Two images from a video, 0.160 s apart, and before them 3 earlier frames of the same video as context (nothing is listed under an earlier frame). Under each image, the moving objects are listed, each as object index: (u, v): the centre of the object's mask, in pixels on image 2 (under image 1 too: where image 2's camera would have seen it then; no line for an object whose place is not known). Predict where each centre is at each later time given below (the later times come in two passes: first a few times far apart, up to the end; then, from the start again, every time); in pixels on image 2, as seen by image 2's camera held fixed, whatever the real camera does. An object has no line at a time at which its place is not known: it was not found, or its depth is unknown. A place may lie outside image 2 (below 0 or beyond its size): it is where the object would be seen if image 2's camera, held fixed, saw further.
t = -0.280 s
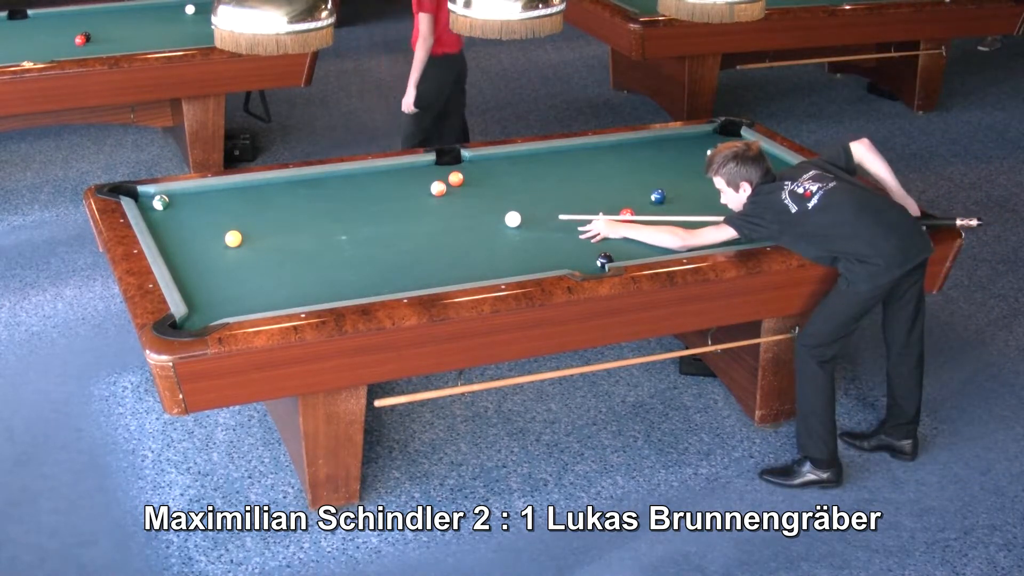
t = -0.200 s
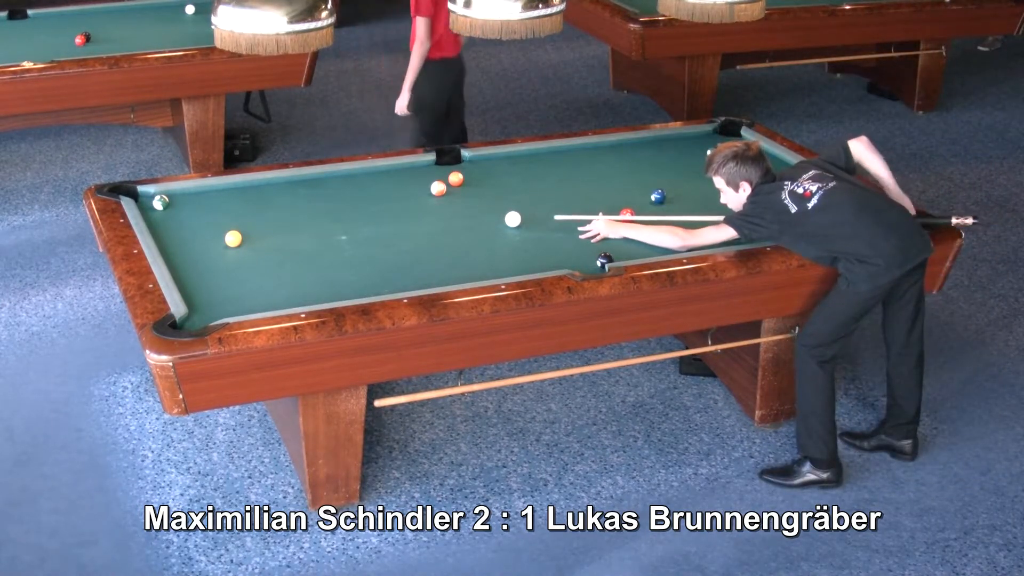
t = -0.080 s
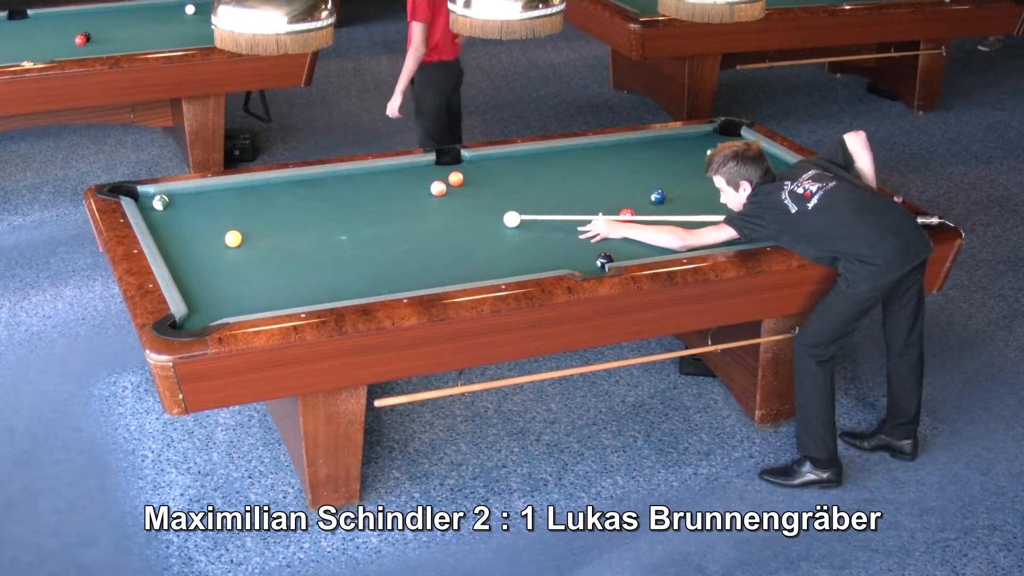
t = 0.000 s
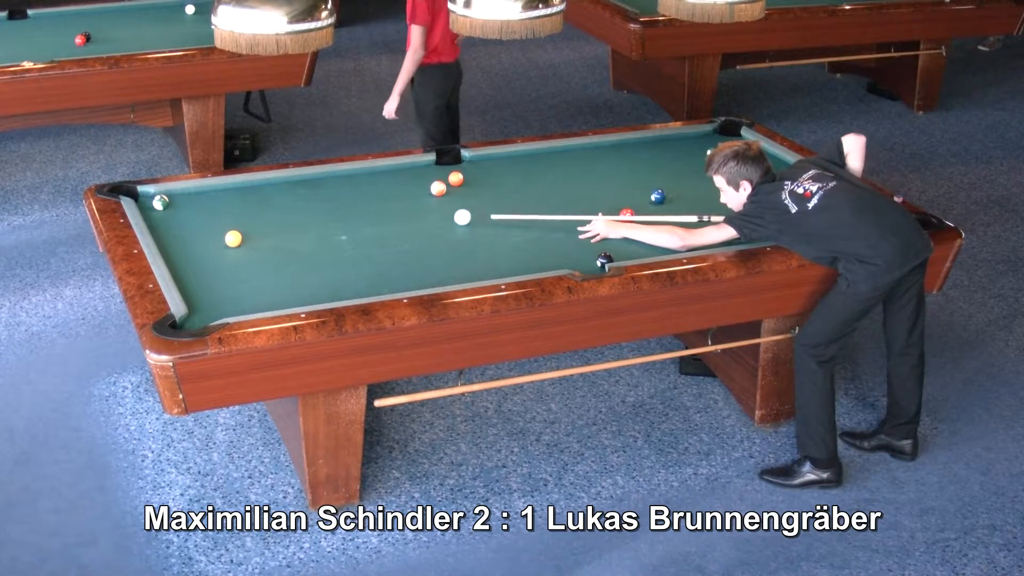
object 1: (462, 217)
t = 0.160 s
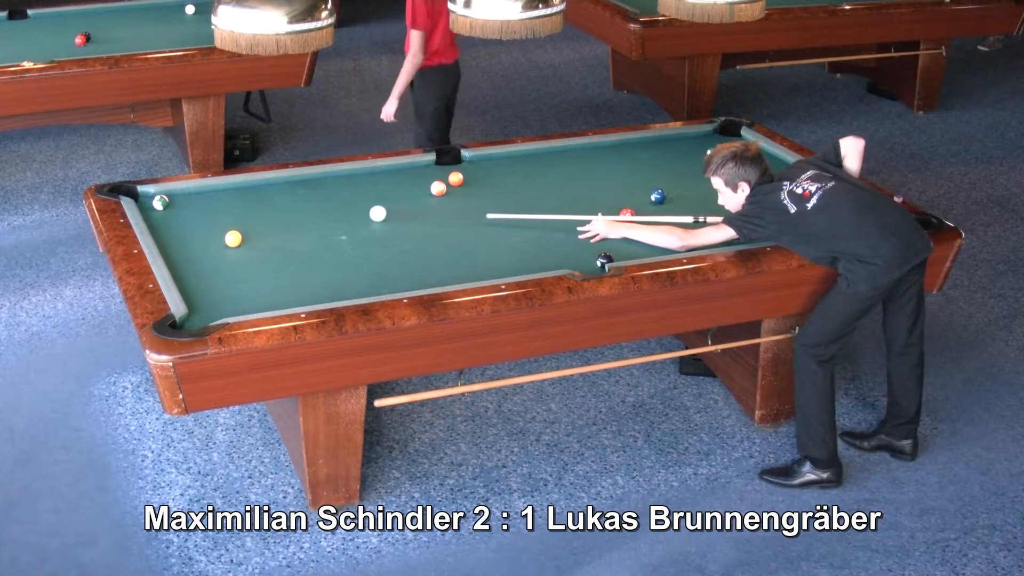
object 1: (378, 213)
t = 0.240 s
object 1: (338, 212)
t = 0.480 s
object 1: (224, 207)
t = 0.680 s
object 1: (160, 209)
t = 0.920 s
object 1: (161, 208)
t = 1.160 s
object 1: (180, 203)
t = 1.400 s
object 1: (198, 198)
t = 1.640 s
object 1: (215, 194)
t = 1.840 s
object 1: (228, 191)
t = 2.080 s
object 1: (242, 188)
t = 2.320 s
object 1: (255, 185)
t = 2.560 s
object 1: (266, 182)
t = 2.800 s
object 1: (274, 182)
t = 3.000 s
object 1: (280, 181)
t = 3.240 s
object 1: (287, 181)
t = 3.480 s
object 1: (291, 181)
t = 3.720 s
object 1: (295, 181)
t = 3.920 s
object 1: (296, 181)
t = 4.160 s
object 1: (297, 181)
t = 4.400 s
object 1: (297, 181)
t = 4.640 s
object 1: (297, 181)
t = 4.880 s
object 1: (297, 181)
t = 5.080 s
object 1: (297, 181)
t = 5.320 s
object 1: (297, 181)
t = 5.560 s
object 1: (297, 181)
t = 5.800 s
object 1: (297, 181)
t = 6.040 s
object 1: (297, 181)
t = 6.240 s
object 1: (297, 181)
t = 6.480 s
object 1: (297, 181)
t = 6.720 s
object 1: (297, 181)
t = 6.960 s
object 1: (297, 181)
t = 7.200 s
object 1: (297, 181)
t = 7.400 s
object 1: (297, 181)
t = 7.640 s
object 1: (297, 181)
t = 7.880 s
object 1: (297, 181)
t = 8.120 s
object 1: (297, 181)
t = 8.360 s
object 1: (297, 181)
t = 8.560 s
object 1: (297, 181)
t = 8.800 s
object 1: (297, 181)
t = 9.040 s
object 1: (297, 181)
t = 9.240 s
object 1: (297, 181)
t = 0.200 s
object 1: (358, 213)
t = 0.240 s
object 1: (338, 212)
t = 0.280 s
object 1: (319, 211)
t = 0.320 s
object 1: (300, 210)
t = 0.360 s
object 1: (281, 209)
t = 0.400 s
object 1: (262, 208)
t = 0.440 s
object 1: (243, 208)
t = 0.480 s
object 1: (224, 207)
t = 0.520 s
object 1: (206, 206)
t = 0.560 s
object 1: (187, 206)
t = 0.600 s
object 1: (171, 205)
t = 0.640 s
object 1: (166, 207)
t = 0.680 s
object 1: (160, 209)
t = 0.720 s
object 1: (152, 210)
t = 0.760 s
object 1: (146, 210)
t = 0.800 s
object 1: (150, 210)
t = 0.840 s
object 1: (154, 209)
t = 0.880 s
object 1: (157, 208)
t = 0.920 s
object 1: (161, 208)
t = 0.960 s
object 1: (164, 207)
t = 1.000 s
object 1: (167, 206)
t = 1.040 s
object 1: (171, 205)
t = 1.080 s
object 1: (174, 204)
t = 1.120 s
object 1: (177, 203)
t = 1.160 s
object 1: (180, 203)
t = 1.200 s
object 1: (183, 202)
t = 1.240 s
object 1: (186, 201)
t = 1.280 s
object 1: (189, 200)
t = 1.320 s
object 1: (192, 200)
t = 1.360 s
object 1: (195, 199)
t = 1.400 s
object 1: (198, 198)
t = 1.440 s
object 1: (201, 197)
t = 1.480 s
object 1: (204, 197)
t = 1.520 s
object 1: (207, 196)
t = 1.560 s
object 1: (210, 195)
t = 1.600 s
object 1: (212, 195)
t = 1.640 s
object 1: (215, 194)
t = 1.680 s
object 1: (218, 193)
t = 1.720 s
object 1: (220, 193)
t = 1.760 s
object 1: (223, 192)
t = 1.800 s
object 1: (226, 192)
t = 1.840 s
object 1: (228, 191)
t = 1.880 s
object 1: (230, 190)
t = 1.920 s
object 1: (233, 190)
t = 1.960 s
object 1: (235, 189)
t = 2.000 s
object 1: (238, 189)
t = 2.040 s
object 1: (240, 188)
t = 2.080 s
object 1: (242, 188)
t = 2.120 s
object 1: (244, 187)
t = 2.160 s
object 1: (246, 187)
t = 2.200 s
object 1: (248, 186)
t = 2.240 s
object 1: (251, 186)
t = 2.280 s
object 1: (253, 185)
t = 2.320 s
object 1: (255, 185)
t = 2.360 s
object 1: (256, 184)
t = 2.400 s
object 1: (258, 184)
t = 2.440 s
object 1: (260, 183)
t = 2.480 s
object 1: (262, 183)
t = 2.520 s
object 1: (264, 182)
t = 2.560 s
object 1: (266, 182)
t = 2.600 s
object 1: (267, 182)
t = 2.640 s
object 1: (269, 182)
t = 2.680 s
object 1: (270, 182)
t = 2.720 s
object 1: (272, 182)
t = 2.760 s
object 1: (273, 182)
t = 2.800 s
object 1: (274, 182)
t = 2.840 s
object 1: (276, 182)
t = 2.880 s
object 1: (277, 182)
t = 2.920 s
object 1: (278, 182)
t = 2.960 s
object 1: (279, 182)
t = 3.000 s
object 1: (280, 181)
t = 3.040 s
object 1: (282, 181)
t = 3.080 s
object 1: (283, 181)
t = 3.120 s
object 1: (284, 181)
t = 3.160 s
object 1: (285, 181)
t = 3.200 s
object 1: (286, 181)
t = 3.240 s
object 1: (287, 181)
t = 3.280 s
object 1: (287, 181)
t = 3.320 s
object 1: (288, 181)
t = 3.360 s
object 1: (289, 181)
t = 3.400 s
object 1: (290, 181)
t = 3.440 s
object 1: (290, 181)
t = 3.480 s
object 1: (291, 181)
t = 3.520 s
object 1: (292, 181)
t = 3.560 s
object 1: (292, 181)
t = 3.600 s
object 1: (293, 181)
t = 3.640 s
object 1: (293, 181)
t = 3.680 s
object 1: (294, 181)
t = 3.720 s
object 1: (295, 181)
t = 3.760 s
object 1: (295, 181)
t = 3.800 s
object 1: (295, 181)
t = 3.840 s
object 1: (296, 181)
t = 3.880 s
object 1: (296, 181)
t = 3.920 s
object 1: (296, 181)
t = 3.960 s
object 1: (297, 181)
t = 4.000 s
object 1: (297, 181)
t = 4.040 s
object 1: (297, 181)
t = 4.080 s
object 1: (297, 181)
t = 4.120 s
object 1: (297, 181)
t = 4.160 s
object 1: (297, 181)
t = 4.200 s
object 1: (297, 181)
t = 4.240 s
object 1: (297, 181)
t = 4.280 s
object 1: (297, 181)
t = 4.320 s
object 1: (297, 181)
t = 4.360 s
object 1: (297, 181)
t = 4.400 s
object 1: (297, 181)
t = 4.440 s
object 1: (297, 181)
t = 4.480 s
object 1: (297, 181)
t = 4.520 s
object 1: (297, 181)
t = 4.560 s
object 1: (297, 181)
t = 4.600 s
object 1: (297, 181)
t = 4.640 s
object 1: (297, 181)
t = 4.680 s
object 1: (297, 181)
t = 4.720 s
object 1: (297, 181)
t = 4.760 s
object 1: (297, 181)
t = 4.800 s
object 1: (297, 181)
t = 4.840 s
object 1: (297, 181)
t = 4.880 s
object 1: (297, 181)
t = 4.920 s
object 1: (297, 181)
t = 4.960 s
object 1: (297, 181)
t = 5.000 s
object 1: (297, 181)
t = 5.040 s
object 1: (297, 181)
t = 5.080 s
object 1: (297, 181)
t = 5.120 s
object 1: (297, 181)
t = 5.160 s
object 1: (297, 181)
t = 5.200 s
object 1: (297, 181)
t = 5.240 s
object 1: (297, 181)
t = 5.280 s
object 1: (297, 181)
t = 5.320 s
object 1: (297, 181)
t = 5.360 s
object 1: (297, 181)
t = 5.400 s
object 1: (297, 181)
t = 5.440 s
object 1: (297, 181)
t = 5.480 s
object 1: (297, 181)
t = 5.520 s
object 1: (297, 181)
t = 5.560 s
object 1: (297, 181)
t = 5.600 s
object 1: (297, 181)
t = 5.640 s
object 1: (297, 181)
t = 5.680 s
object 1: (297, 181)
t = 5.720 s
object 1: (297, 181)
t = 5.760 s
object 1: (297, 181)
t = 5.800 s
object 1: (297, 181)
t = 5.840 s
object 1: (297, 181)
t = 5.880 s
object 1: (297, 181)
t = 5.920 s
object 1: (297, 181)
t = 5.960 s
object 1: (297, 181)
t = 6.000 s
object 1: (297, 181)
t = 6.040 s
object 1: (297, 181)
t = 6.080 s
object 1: (297, 181)
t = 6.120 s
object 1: (297, 181)
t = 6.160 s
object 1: (297, 181)
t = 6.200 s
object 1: (297, 181)
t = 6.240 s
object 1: (297, 181)
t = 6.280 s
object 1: (297, 181)
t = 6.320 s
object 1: (297, 181)
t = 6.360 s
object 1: (297, 181)
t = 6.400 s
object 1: (297, 181)
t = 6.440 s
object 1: (297, 181)
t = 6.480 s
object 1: (297, 181)
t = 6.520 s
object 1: (297, 181)
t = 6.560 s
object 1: (297, 181)
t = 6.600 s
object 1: (297, 181)
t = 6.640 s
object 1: (297, 181)
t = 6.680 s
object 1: (297, 181)
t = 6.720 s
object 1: (297, 181)
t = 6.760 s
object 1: (297, 181)
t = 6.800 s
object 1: (297, 181)
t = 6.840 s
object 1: (297, 181)
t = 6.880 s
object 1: (297, 181)
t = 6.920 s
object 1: (297, 181)
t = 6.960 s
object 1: (297, 181)
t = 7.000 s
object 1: (297, 181)
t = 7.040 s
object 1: (297, 181)
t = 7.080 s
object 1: (297, 181)
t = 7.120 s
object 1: (297, 181)
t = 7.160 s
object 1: (297, 181)
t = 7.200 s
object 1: (297, 181)
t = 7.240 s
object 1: (297, 181)
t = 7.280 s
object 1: (297, 181)
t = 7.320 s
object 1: (297, 181)
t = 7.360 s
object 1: (297, 181)
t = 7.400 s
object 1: (297, 181)
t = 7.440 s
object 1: (297, 181)
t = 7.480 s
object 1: (297, 181)
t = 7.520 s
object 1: (297, 181)
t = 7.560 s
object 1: (297, 181)
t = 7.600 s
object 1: (297, 181)
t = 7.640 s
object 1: (297, 181)
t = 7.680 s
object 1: (297, 181)
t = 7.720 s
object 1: (297, 181)
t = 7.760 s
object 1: (297, 181)
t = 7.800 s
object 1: (297, 181)
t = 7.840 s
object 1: (297, 181)
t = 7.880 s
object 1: (297, 181)
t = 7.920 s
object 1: (297, 181)
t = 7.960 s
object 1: (297, 181)
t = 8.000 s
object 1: (297, 181)
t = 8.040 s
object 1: (297, 181)
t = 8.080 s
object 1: (297, 181)
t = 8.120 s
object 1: (297, 181)
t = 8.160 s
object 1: (297, 181)
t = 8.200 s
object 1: (297, 181)
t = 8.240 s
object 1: (297, 181)
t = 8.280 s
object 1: (297, 181)
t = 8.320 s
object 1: (297, 181)
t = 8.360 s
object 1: (297, 181)
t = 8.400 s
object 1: (297, 181)
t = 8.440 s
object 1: (297, 181)
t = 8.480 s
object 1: (297, 181)
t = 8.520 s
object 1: (297, 181)
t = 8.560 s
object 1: (297, 181)
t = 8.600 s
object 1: (297, 181)
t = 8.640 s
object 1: (297, 181)
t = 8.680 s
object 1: (297, 181)
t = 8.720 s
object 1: (297, 181)
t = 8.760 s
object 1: (297, 181)
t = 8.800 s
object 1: (297, 181)
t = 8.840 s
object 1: (297, 181)
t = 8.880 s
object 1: (297, 181)
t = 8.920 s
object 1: (297, 181)
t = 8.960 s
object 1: (297, 181)
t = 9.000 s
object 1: (297, 181)
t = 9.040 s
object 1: (297, 181)
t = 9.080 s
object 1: (297, 181)
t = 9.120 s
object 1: (297, 181)
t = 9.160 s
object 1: (297, 181)
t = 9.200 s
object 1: (297, 181)
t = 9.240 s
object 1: (297, 181)
